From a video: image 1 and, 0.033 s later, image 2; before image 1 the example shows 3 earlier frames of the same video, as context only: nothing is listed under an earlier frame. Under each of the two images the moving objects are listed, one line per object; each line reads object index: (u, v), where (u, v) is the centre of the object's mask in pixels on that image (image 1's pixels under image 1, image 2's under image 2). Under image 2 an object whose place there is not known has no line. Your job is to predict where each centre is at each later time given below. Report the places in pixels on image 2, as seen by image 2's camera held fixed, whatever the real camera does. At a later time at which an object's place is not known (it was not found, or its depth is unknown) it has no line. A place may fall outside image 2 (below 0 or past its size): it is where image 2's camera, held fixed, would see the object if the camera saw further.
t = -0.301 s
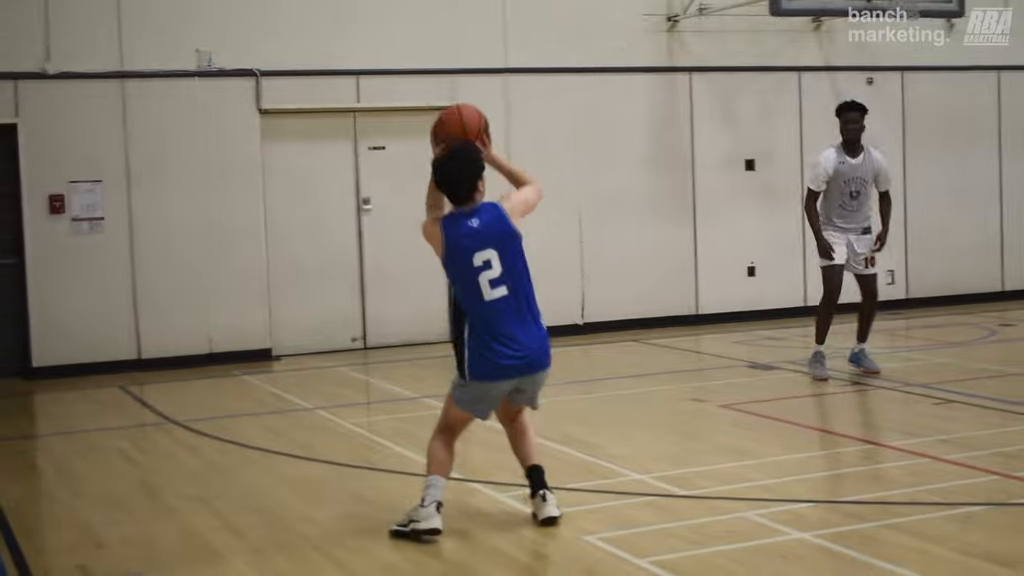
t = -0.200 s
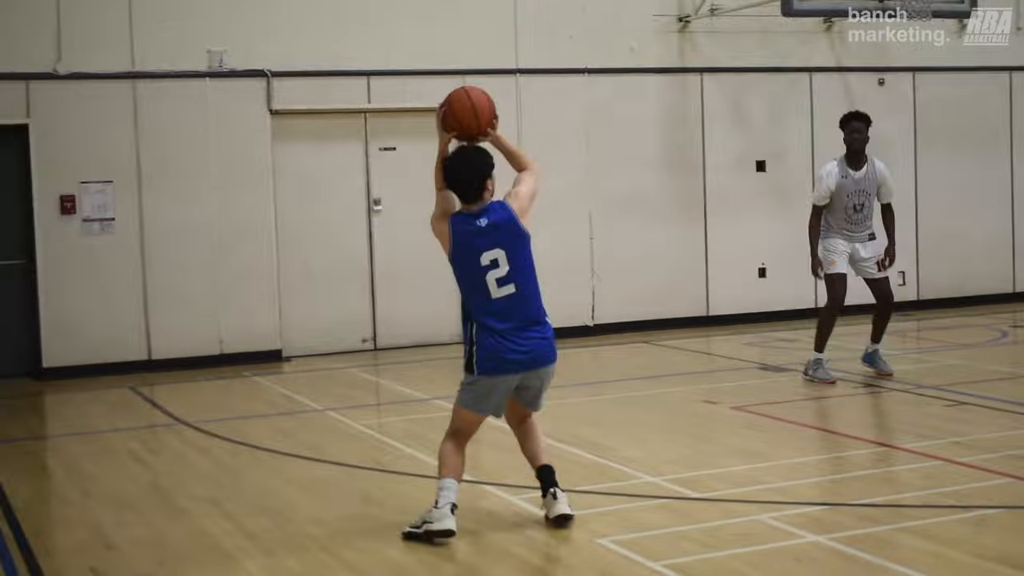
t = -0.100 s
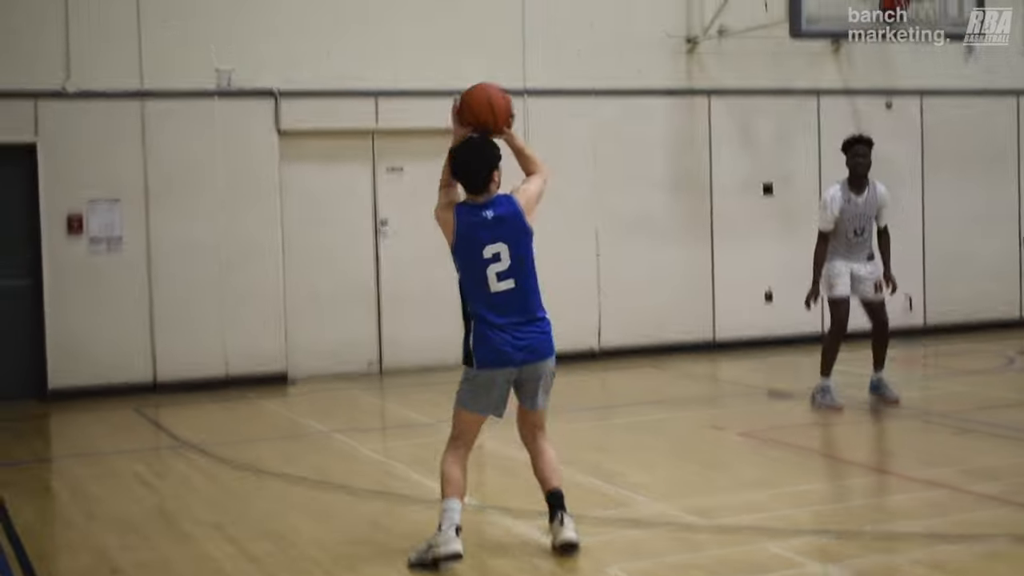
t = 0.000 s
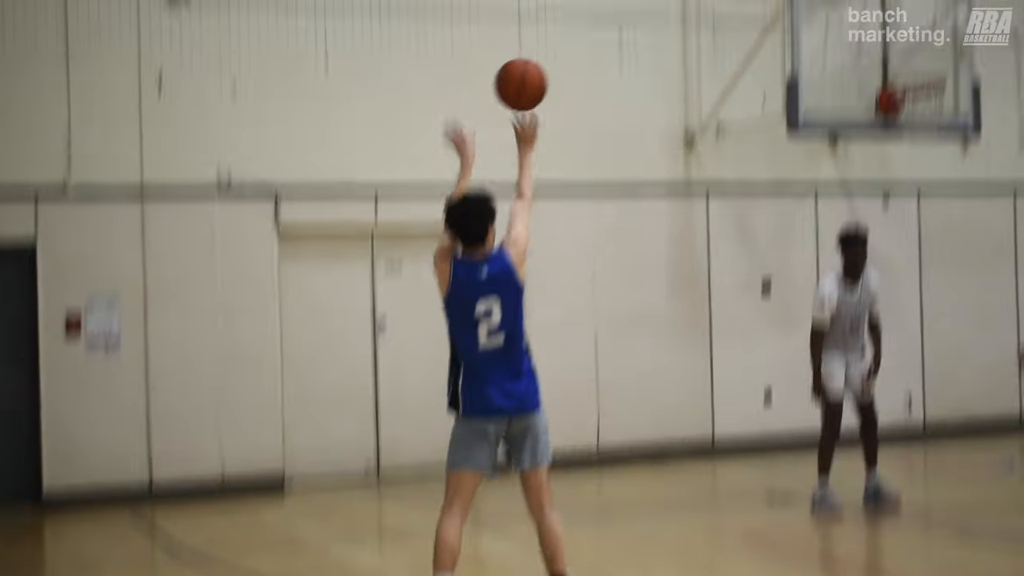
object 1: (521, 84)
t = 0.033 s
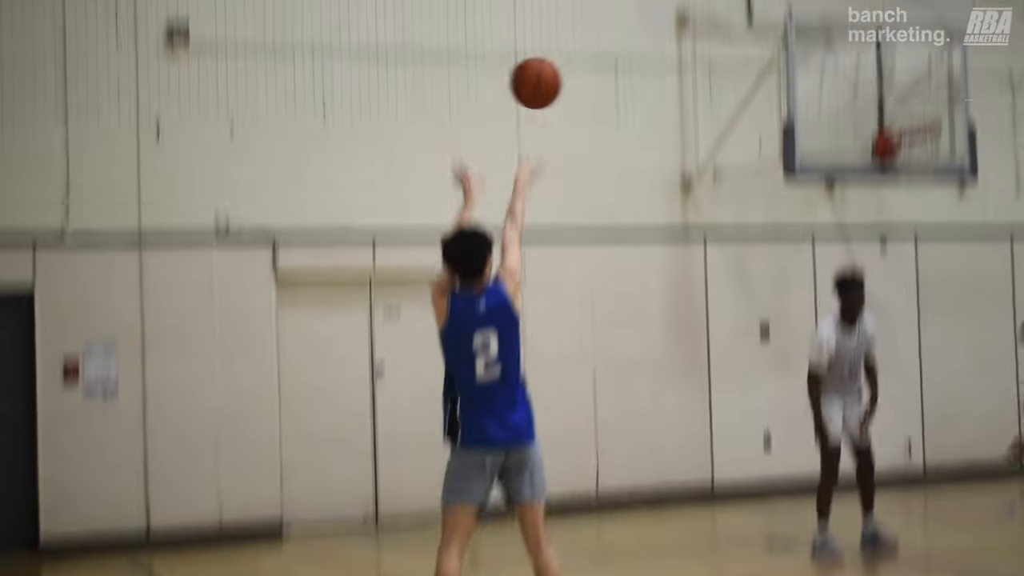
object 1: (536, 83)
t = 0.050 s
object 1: (546, 63)
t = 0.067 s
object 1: (555, 41)
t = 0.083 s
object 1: (563, 20)
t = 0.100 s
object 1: (571, 1)
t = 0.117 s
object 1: (579, -17)
